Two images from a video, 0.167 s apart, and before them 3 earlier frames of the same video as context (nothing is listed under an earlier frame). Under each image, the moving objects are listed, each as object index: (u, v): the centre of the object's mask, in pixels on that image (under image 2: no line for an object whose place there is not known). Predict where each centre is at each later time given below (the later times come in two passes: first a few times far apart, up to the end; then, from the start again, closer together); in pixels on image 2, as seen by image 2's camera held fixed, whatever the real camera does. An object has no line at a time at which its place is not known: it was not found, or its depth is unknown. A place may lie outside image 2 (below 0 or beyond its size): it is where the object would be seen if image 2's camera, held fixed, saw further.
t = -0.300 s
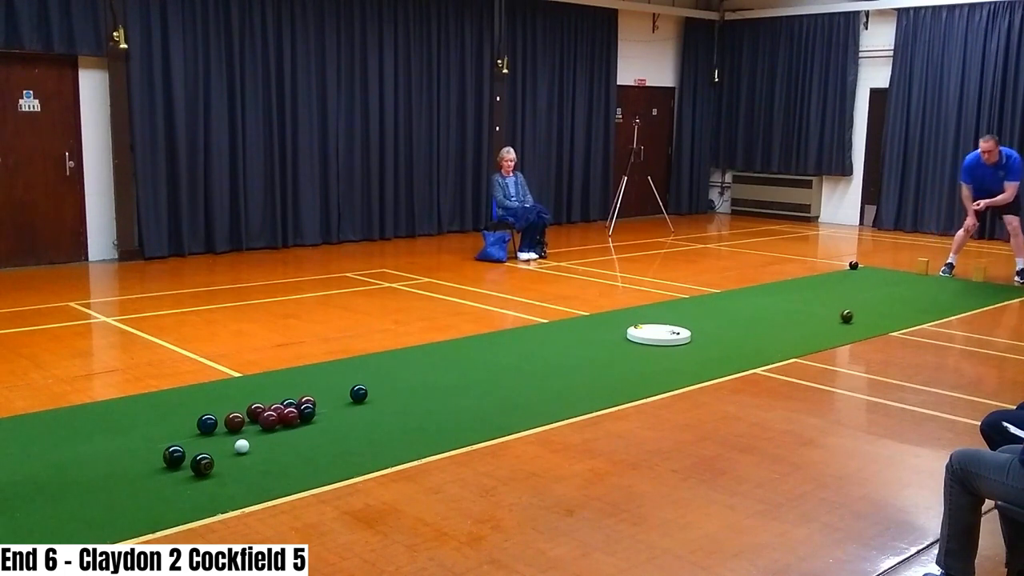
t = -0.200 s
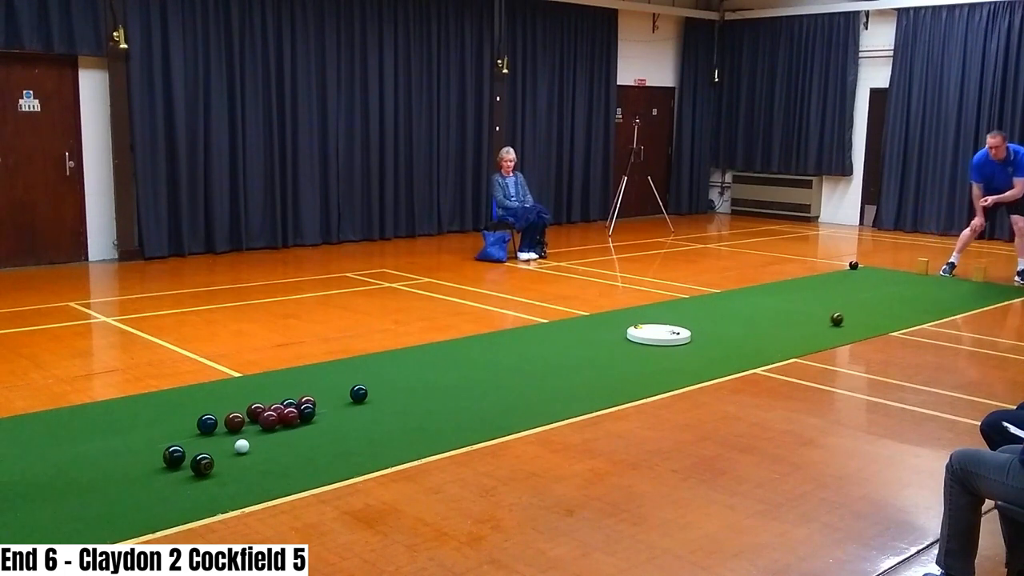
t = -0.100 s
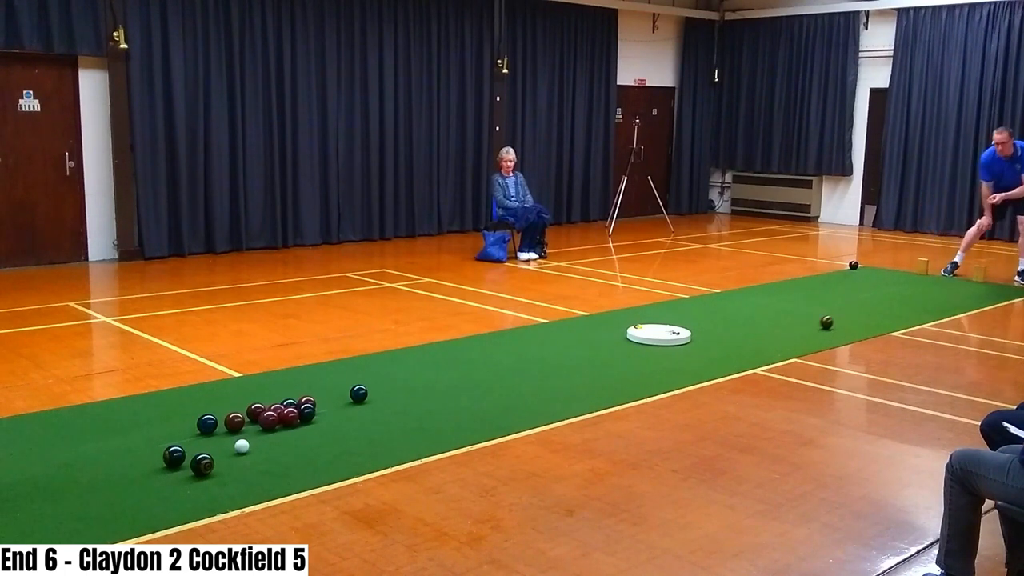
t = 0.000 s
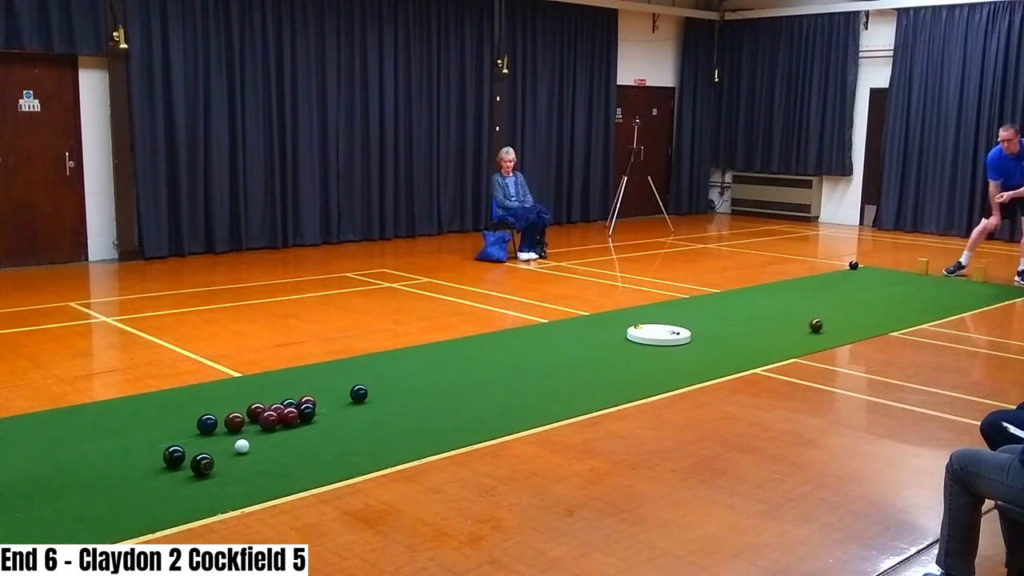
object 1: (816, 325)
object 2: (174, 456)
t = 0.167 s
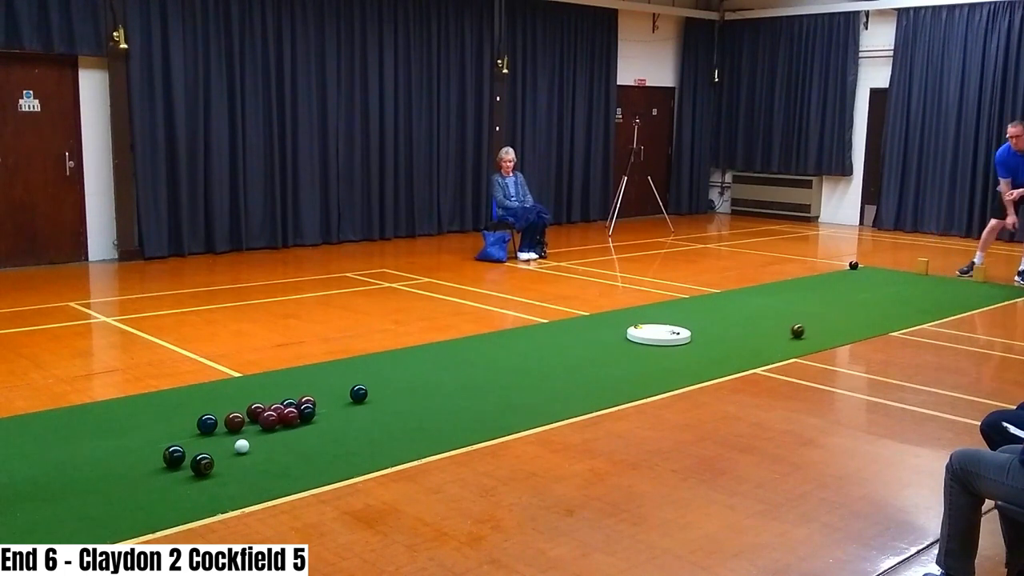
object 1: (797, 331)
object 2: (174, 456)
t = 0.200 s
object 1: (794, 332)
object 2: (174, 456)
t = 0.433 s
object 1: (766, 340)
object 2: (174, 456)
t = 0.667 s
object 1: (736, 348)
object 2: (174, 456)
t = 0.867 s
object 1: (709, 355)
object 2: (174, 456)
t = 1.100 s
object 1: (675, 363)
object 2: (174, 456)
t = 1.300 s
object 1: (645, 371)
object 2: (174, 456)
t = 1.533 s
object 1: (608, 379)
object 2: (174, 456)
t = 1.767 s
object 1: (568, 388)
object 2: (174, 456)
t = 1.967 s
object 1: (533, 396)
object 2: (174, 456)
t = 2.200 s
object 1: (491, 405)
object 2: (174, 456)
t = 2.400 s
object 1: (452, 412)
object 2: (174, 456)
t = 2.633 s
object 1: (406, 421)
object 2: (174, 456)
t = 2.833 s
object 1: (366, 428)
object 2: (174, 456)
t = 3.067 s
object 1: (319, 436)
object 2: (174, 456)
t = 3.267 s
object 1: (277, 444)
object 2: (174, 456)
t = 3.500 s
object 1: (229, 452)
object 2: (174, 456)
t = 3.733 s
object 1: (192, 455)
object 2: (162, 457)
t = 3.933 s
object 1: (182, 461)
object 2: (136, 458)
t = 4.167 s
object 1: (171, 464)
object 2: (111, 458)
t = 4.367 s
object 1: (163, 465)
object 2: (93, 459)
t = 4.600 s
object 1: (156, 467)
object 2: (77, 458)
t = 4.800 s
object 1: (153, 467)
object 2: (65, 459)
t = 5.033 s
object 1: (153, 467)
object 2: (53, 460)
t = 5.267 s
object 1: (153, 467)
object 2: (50, 461)
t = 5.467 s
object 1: (153, 467)
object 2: (50, 461)
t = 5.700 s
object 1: (153, 467)
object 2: (50, 460)
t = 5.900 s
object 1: (153, 467)
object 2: (50, 461)
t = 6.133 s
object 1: (153, 467)
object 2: (50, 460)
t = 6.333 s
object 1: (153, 467)
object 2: (50, 460)
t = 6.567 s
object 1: (153, 467)
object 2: (50, 461)
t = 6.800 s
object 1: (153, 467)
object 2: (50, 460)
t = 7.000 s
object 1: (153, 467)
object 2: (50, 460)
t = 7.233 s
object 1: (153, 467)
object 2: (50, 461)
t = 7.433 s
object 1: (153, 467)
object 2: (50, 461)
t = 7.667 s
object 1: (153, 467)
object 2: (50, 460)
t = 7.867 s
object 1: (153, 467)
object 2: (50, 461)
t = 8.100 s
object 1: (153, 467)
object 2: (50, 461)
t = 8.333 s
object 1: (153, 467)
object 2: (50, 461)
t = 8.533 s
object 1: (153, 467)
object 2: (50, 460)
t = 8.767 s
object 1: (153, 467)
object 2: (50, 461)
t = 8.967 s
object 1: (153, 467)
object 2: (50, 461)
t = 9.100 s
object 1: (153, 467)
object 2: (50, 461)
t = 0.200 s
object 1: (794, 332)
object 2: (174, 456)
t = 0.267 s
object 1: (785, 335)
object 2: (174, 456)
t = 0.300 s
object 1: (782, 336)
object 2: (174, 456)
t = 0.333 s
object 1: (778, 337)
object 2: (174, 456)
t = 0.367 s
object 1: (774, 338)
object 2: (174, 456)
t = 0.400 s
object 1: (770, 339)
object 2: (174, 456)
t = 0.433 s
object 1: (766, 340)
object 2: (174, 456)
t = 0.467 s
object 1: (762, 341)
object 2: (174, 456)
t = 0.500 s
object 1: (757, 342)
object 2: (174, 456)
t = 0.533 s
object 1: (753, 343)
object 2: (174, 456)
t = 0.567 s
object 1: (749, 344)
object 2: (174, 456)
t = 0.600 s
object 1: (745, 346)
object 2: (174, 456)
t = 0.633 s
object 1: (740, 347)
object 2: (174, 456)
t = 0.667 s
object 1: (736, 348)
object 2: (174, 456)
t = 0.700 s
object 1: (732, 349)
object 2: (174, 456)
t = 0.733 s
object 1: (727, 350)
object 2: (174, 456)
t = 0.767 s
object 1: (723, 351)
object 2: (174, 456)
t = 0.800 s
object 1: (718, 352)
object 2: (174, 456)
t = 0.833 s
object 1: (714, 354)
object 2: (174, 456)
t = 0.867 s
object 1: (709, 355)
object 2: (174, 456)
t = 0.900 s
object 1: (704, 356)
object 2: (174, 456)
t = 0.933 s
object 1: (699, 357)
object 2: (174, 456)
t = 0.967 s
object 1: (695, 358)
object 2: (174, 456)
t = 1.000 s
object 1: (690, 360)
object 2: (174, 456)
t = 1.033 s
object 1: (685, 361)
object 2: (174, 456)
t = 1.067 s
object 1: (680, 362)
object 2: (174, 456)
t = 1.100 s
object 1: (675, 363)
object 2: (174, 456)
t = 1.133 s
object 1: (671, 364)
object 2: (174, 456)
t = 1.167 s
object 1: (666, 366)
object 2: (174, 456)
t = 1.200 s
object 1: (660, 367)
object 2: (174, 456)
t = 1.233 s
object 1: (655, 368)
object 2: (174, 456)
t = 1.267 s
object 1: (650, 369)
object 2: (174, 456)
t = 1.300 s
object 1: (645, 371)
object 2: (174, 456)
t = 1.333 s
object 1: (639, 372)
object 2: (174, 456)
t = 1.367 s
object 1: (635, 373)
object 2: (174, 456)
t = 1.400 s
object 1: (629, 374)
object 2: (174, 456)
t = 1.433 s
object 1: (624, 376)
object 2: (174, 456)
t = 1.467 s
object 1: (618, 377)
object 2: (174, 456)
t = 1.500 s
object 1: (613, 378)
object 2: (174, 456)
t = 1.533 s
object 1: (608, 379)
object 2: (174, 456)
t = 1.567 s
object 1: (602, 380)
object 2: (174, 456)
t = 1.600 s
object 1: (597, 382)
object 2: (174, 456)
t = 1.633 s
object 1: (591, 383)
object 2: (174, 456)
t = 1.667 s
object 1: (585, 384)
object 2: (174, 456)
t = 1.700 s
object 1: (580, 385)
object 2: (174, 456)
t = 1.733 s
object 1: (574, 387)
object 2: (174, 456)
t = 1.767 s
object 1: (568, 388)
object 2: (174, 456)
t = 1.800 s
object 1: (562, 389)
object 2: (174, 456)
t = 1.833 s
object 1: (557, 391)
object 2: (174, 456)
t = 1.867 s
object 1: (551, 392)
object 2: (174, 456)
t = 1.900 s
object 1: (545, 393)
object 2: (174, 456)
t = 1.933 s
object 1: (539, 395)
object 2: (174, 456)
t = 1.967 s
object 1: (533, 396)
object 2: (174, 456)
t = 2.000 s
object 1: (527, 397)
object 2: (174, 456)
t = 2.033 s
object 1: (521, 398)
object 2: (174, 456)
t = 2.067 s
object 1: (515, 400)
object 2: (174, 456)
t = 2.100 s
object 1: (509, 401)
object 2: (174, 456)
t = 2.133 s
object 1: (503, 402)
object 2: (174, 456)
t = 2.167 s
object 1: (497, 403)
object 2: (174, 456)
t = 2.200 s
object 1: (491, 405)
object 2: (174, 456)
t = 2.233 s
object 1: (484, 406)
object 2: (174, 456)
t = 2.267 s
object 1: (478, 407)
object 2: (174, 456)
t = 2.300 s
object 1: (472, 409)
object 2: (174, 456)
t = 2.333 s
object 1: (465, 410)
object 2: (174, 456)
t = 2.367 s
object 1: (459, 411)
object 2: (174, 456)
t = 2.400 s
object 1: (452, 412)
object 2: (174, 456)
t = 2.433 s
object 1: (446, 413)
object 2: (174, 456)
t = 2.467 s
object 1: (439, 415)
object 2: (174, 456)
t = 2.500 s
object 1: (433, 416)
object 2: (174, 456)
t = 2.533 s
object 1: (426, 417)
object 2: (174, 456)
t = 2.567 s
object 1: (420, 419)
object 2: (174, 456)
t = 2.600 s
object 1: (413, 420)
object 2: (174, 456)
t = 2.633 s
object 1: (406, 421)
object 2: (174, 456)
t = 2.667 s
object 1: (400, 422)
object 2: (174, 456)
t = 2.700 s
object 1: (393, 423)
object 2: (174, 456)
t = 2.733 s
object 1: (386, 425)
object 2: (174, 456)
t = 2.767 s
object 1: (380, 426)
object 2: (174, 456)
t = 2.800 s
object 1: (373, 427)
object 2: (174, 456)
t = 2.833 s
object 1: (366, 428)
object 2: (174, 456)
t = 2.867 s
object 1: (359, 429)
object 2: (174, 456)
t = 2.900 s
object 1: (352, 431)
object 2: (174, 456)
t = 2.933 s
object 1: (346, 432)
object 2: (174, 456)
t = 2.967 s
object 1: (339, 433)
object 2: (174, 456)
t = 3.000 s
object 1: (333, 434)
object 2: (174, 456)
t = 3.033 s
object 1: (325, 436)
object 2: (174, 456)
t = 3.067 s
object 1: (319, 436)
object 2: (174, 456)
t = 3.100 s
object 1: (312, 438)
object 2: (174, 456)
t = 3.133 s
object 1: (305, 439)
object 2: (174, 456)
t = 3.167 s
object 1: (298, 440)
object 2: (174, 456)
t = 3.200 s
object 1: (291, 441)
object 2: (174, 456)
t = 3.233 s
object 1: (284, 442)
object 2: (174, 456)
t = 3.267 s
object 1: (277, 444)
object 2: (174, 456)
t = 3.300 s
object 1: (271, 445)
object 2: (174, 456)
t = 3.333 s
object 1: (264, 446)
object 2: (174, 456)
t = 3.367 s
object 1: (257, 447)
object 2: (174, 456)
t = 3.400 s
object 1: (250, 448)
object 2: (174, 456)
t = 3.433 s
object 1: (243, 449)
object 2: (174, 456)
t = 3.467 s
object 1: (236, 451)
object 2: (174, 456)
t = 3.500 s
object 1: (229, 452)
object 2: (174, 456)
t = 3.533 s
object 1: (222, 452)
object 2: (174, 456)
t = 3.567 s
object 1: (217, 452)
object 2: (174, 456)
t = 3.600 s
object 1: (210, 451)
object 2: (174, 456)
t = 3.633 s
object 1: (202, 450)
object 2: (174, 456)
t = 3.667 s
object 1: (194, 454)
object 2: (172, 456)
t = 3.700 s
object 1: (193, 454)
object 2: (167, 456)
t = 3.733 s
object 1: (192, 455)
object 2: (162, 457)
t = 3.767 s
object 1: (190, 457)
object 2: (157, 457)
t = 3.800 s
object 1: (189, 458)
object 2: (152, 457)
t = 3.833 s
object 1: (187, 459)
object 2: (148, 457)
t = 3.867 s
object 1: (186, 460)
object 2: (144, 458)
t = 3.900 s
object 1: (184, 460)
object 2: (140, 458)
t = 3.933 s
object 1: (182, 461)
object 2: (136, 458)
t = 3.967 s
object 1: (181, 462)
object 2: (132, 458)
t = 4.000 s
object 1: (179, 462)
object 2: (129, 457)
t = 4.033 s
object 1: (177, 463)
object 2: (125, 458)
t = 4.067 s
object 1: (175, 463)
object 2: (121, 458)
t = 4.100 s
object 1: (174, 463)
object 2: (118, 458)
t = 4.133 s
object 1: (172, 464)
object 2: (115, 458)
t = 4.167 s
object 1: (171, 464)
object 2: (111, 458)
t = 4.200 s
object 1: (169, 464)
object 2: (108, 459)
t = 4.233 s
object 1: (168, 465)
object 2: (105, 459)
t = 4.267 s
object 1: (167, 465)
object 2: (102, 459)
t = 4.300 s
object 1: (165, 465)
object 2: (99, 459)
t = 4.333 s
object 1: (164, 465)
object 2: (96, 459)
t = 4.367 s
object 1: (163, 465)
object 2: (93, 459)
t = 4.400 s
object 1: (162, 465)
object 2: (91, 458)
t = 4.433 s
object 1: (161, 466)
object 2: (88, 459)
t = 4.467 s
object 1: (160, 466)
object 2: (86, 458)
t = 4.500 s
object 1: (159, 466)
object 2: (84, 458)
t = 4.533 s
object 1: (158, 466)
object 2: (81, 459)
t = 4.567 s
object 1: (157, 466)
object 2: (79, 458)
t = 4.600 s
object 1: (156, 467)
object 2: (77, 458)
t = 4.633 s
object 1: (156, 467)
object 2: (75, 458)
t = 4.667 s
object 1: (155, 467)
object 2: (73, 458)
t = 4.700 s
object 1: (155, 467)
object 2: (71, 459)
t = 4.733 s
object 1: (154, 467)
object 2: (69, 459)
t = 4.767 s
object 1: (154, 467)
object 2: (67, 459)
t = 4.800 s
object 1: (153, 467)
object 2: (65, 459)
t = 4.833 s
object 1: (153, 467)
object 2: (62, 459)
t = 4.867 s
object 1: (153, 467)
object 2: (60, 459)
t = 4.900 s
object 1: (153, 467)
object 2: (59, 460)
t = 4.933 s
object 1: (153, 467)
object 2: (57, 459)
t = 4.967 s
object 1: (153, 467)
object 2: (56, 460)
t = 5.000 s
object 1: (153, 467)
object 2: (54, 460)
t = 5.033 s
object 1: (153, 467)
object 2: (53, 460)
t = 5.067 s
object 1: (153, 467)
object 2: (53, 460)
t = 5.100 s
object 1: (153, 467)
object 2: (52, 460)
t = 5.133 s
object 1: (153, 467)
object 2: (51, 461)
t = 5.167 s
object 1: (153, 467)
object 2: (51, 460)
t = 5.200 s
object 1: (153, 467)
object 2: (50, 460)
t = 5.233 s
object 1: (153, 467)
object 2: (50, 460)
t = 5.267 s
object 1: (153, 467)
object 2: (50, 461)
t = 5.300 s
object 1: (153, 467)
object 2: (49, 460)
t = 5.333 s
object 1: (153, 467)
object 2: (49, 461)
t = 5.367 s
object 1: (153, 467)
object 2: (49, 460)
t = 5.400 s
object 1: (153, 467)
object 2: (49, 460)
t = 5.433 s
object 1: (153, 467)
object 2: (49, 460)
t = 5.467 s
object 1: (153, 467)
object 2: (50, 461)
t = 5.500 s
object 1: (153, 467)
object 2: (50, 461)
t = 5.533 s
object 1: (153, 467)
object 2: (50, 461)
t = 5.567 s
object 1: (153, 467)
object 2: (50, 460)
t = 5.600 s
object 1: (153, 467)
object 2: (50, 461)
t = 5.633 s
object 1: (153, 467)
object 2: (50, 460)
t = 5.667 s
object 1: (153, 467)
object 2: (50, 461)
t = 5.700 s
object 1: (153, 467)
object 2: (50, 460)
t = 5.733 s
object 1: (153, 467)
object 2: (50, 460)
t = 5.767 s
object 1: (153, 467)
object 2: (50, 461)
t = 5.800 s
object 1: (153, 467)
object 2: (50, 460)
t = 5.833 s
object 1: (153, 467)
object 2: (50, 461)
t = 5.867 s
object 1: (153, 467)
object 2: (50, 461)
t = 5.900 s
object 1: (153, 467)
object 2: (50, 461)
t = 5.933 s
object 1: (153, 467)
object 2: (50, 461)
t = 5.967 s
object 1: (153, 467)
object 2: (50, 461)
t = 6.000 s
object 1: (153, 467)
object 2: (50, 460)
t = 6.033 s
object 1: (153, 467)
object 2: (50, 460)
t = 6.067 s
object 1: (153, 467)
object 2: (50, 461)
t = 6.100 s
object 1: (153, 467)
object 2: (50, 460)
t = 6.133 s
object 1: (153, 467)
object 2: (50, 460)
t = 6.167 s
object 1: (153, 467)
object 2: (50, 461)
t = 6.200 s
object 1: (153, 467)
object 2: (50, 460)
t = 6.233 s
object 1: (153, 467)
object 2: (50, 460)
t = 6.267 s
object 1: (153, 467)
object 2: (50, 461)
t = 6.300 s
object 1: (153, 467)
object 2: (50, 460)
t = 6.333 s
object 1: (153, 467)
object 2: (50, 460)
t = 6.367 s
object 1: (153, 467)
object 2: (50, 460)
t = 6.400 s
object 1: (153, 467)
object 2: (50, 460)
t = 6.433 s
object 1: (153, 467)
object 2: (50, 461)
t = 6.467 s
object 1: (153, 467)
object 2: (50, 460)
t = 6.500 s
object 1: (153, 467)
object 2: (50, 461)
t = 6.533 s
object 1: (153, 467)
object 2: (50, 461)
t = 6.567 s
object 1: (153, 467)
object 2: (50, 461)
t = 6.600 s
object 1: (153, 467)
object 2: (50, 460)
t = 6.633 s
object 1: (153, 467)
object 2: (50, 461)
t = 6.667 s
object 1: (153, 467)
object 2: (50, 460)
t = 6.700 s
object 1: (153, 467)
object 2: (50, 461)
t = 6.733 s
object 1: (153, 467)
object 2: (50, 460)
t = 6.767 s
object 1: (153, 467)
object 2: (50, 461)
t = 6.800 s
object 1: (153, 467)
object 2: (50, 460)
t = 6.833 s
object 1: (153, 467)
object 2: (50, 461)
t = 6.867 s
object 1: (153, 467)
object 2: (50, 461)
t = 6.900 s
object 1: (153, 467)
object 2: (50, 460)
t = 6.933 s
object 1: (153, 467)
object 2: (50, 460)
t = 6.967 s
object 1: (153, 467)
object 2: (50, 461)
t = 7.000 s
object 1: (153, 467)
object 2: (50, 460)
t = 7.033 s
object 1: (153, 467)
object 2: (50, 460)
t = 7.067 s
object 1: (153, 467)
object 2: (50, 460)
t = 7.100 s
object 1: (153, 467)
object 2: (50, 461)
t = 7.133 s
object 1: (153, 467)
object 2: (50, 461)
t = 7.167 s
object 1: (153, 467)
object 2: (50, 460)
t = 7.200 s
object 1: (153, 467)
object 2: (50, 461)
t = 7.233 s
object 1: (153, 467)
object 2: (50, 461)
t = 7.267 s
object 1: (153, 467)
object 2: (50, 460)
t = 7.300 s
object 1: (153, 467)
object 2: (50, 461)
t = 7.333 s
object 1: (153, 467)
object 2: (50, 461)
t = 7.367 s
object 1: (153, 467)
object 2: (50, 460)
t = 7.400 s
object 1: (153, 467)
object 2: (50, 460)
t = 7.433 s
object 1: (153, 467)
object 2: (50, 461)
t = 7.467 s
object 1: (153, 467)
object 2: (50, 461)
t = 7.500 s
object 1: (153, 467)
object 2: (50, 460)
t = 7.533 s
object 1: (153, 467)
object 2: (50, 461)
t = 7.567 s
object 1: (153, 467)
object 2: (50, 460)
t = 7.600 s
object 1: (153, 467)
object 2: (50, 460)
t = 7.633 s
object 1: (153, 467)
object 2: (50, 460)
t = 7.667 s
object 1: (153, 467)
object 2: (50, 460)
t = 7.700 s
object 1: (153, 467)
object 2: (50, 460)
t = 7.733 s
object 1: (153, 467)
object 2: (50, 461)
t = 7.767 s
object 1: (153, 467)
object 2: (50, 460)
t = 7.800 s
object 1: (153, 467)
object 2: (50, 460)
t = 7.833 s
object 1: (153, 467)
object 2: (50, 461)
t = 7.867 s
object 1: (153, 467)
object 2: (50, 461)
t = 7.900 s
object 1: (153, 467)
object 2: (50, 461)
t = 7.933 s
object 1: (153, 467)
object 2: (50, 461)
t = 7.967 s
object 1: (153, 467)
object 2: (50, 460)
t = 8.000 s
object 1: (153, 467)
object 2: (50, 461)
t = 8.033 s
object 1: (153, 467)
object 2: (50, 461)
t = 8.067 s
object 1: (153, 467)
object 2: (50, 461)
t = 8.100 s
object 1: (153, 467)
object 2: (50, 461)
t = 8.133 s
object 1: (153, 467)
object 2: (50, 461)
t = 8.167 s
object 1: (153, 467)
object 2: (50, 461)
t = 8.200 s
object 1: (153, 467)
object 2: (50, 461)
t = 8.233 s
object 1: (153, 467)
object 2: (50, 461)
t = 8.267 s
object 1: (153, 467)
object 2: (50, 461)
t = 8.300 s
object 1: (153, 467)
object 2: (50, 461)
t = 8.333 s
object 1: (153, 467)
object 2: (50, 461)
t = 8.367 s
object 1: (153, 467)
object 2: (50, 461)
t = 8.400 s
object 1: (153, 467)
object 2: (50, 461)
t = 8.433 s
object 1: (153, 467)
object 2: (50, 461)
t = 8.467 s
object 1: (153, 467)
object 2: (50, 461)
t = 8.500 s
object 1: (153, 467)
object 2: (50, 460)
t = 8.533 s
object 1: (153, 467)
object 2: (50, 460)
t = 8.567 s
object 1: (153, 467)
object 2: (50, 461)
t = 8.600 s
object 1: (153, 467)
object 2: (50, 461)
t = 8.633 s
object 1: (153, 467)
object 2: (50, 460)
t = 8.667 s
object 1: (153, 467)
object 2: (50, 460)
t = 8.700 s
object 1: (153, 467)
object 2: (50, 461)
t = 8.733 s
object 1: (153, 467)
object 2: (50, 461)
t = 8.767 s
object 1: (153, 467)
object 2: (50, 461)
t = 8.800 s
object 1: (153, 467)
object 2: (50, 461)
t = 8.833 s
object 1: (153, 467)
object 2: (50, 461)
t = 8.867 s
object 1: (153, 467)
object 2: (50, 461)
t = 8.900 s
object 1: (153, 467)
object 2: (50, 461)
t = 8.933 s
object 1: (153, 467)
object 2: (50, 461)
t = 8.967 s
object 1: (153, 467)
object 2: (50, 461)
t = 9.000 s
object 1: (153, 467)
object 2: (50, 461)
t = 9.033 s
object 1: (153, 467)
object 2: (50, 461)
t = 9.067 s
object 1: (153, 467)
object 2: (50, 461)
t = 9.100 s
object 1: (153, 467)
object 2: (50, 461)
